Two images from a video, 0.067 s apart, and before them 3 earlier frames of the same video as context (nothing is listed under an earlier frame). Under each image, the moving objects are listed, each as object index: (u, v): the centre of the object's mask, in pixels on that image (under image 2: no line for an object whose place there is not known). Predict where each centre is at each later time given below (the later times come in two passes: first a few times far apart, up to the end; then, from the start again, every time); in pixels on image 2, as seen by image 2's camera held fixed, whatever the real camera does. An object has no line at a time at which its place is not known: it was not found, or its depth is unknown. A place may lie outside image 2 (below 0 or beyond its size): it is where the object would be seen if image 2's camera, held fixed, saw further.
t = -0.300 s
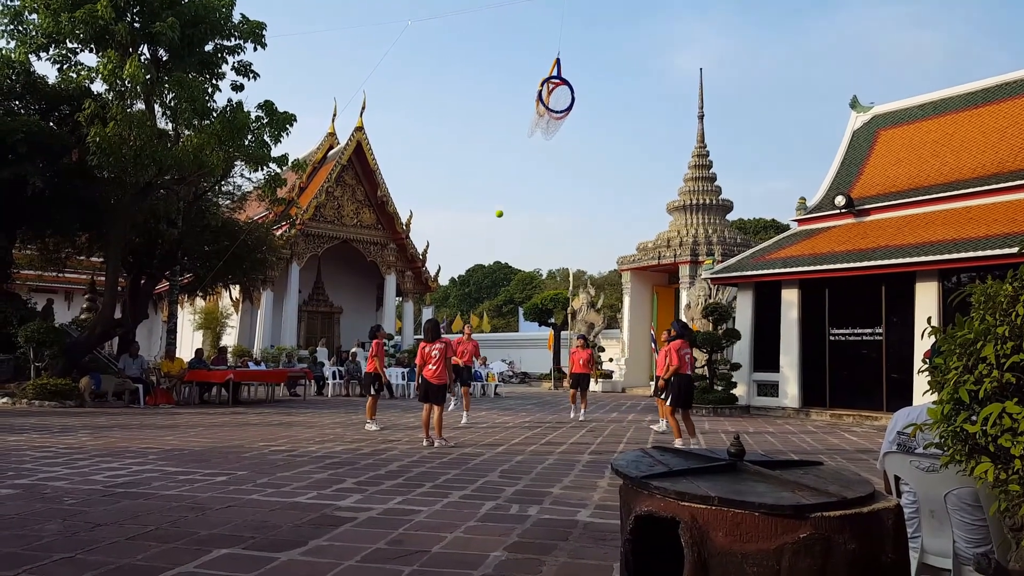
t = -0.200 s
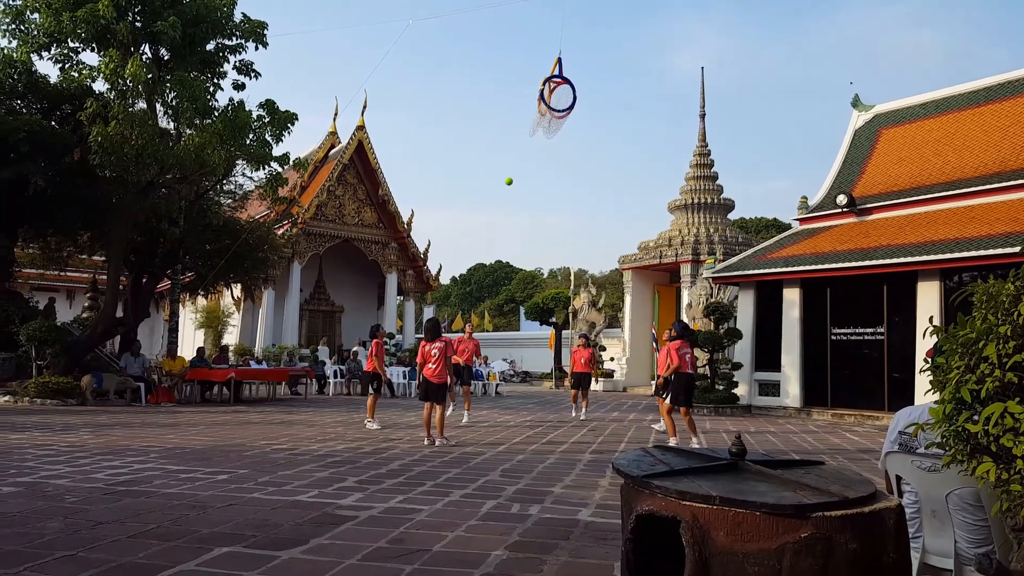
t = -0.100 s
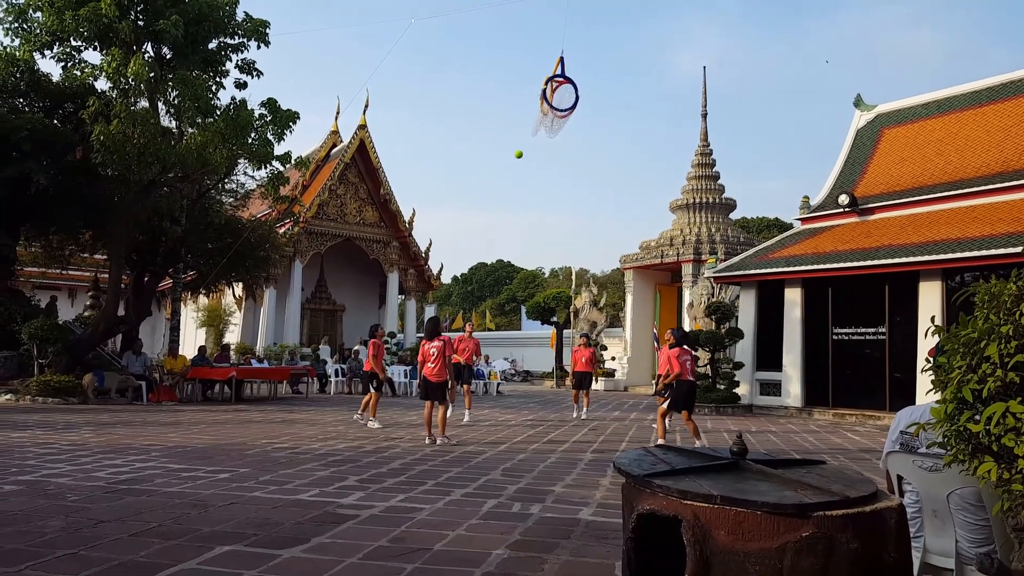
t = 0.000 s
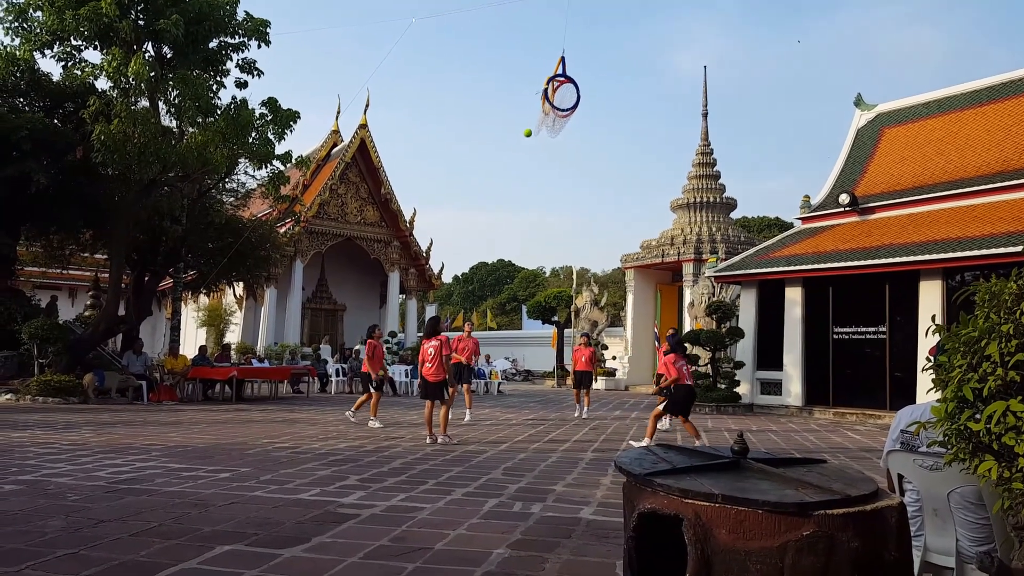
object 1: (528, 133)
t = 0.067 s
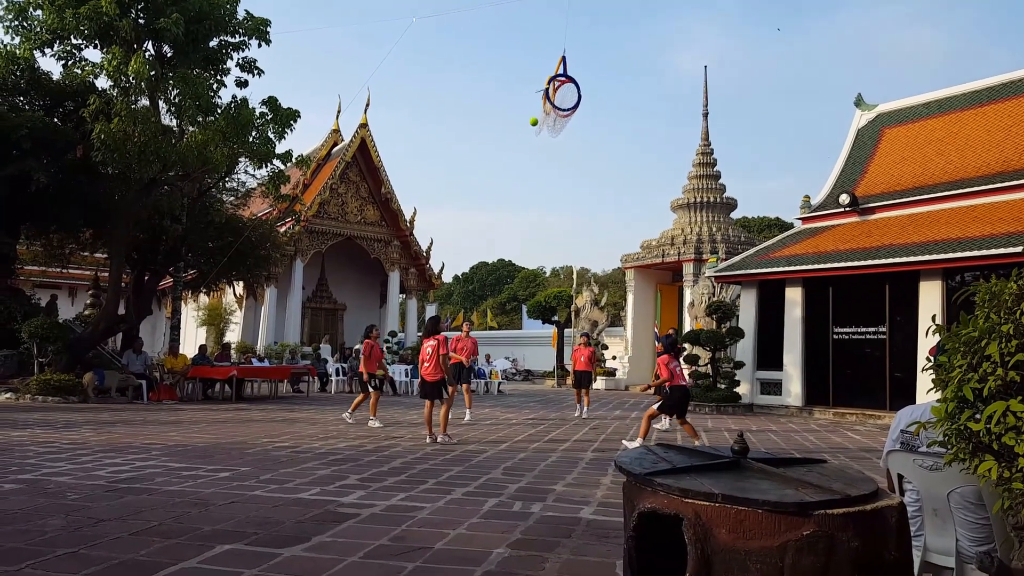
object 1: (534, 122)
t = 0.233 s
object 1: (547, 107)
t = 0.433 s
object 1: (564, 115)
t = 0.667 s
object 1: (584, 164)
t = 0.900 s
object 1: (604, 264)
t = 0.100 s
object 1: (536, 117)
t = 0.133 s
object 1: (539, 114)
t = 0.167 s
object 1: (541, 111)
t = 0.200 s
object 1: (544, 109)
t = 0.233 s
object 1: (547, 107)
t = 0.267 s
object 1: (550, 106)
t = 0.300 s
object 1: (553, 106)
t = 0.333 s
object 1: (555, 107)
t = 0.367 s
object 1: (558, 109)
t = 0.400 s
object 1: (561, 111)
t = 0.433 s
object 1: (564, 115)
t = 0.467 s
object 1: (567, 119)
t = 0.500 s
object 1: (569, 124)
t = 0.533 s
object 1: (572, 130)
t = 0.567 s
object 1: (576, 137)
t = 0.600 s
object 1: (578, 145)
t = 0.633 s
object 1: (581, 154)
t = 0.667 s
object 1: (584, 164)
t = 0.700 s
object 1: (586, 175)
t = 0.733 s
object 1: (589, 187)
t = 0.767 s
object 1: (592, 200)
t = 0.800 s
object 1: (595, 214)
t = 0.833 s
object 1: (598, 229)
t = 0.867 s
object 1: (601, 246)
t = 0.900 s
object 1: (604, 264)
